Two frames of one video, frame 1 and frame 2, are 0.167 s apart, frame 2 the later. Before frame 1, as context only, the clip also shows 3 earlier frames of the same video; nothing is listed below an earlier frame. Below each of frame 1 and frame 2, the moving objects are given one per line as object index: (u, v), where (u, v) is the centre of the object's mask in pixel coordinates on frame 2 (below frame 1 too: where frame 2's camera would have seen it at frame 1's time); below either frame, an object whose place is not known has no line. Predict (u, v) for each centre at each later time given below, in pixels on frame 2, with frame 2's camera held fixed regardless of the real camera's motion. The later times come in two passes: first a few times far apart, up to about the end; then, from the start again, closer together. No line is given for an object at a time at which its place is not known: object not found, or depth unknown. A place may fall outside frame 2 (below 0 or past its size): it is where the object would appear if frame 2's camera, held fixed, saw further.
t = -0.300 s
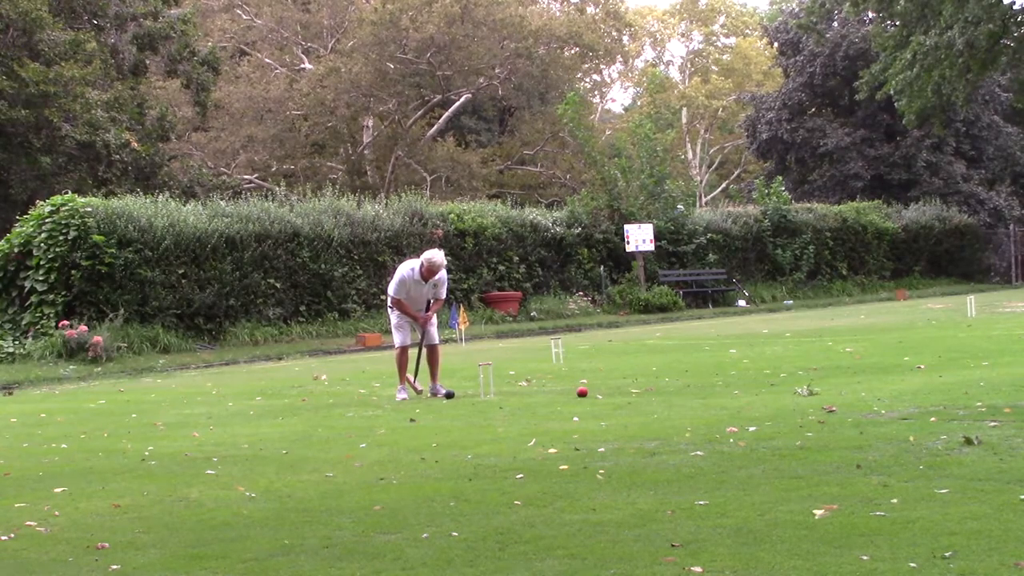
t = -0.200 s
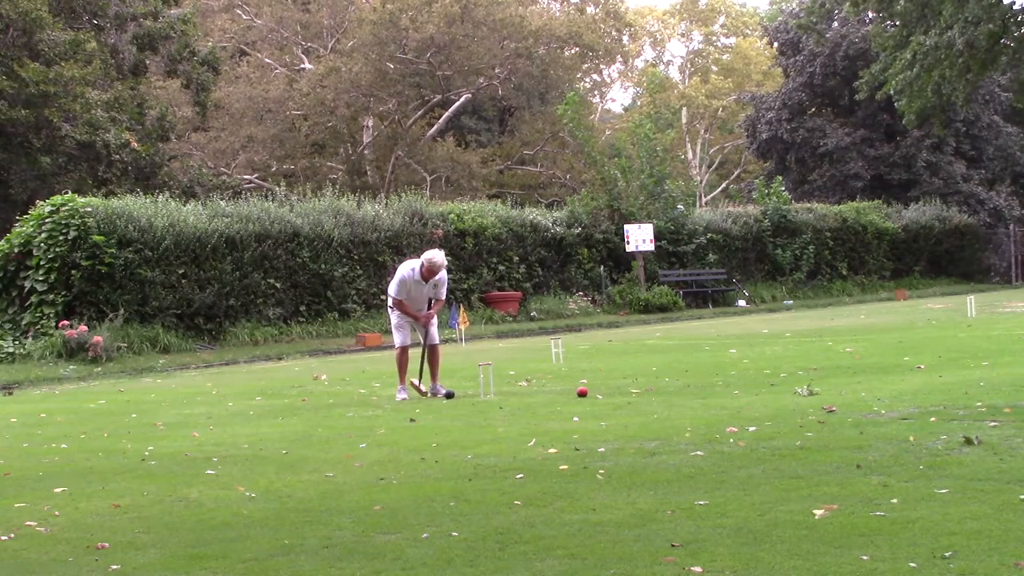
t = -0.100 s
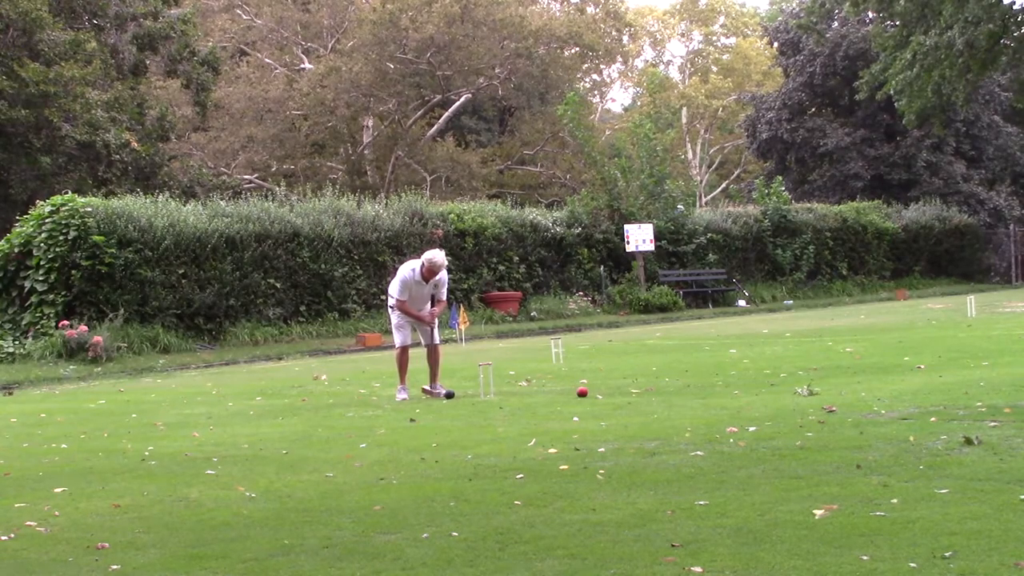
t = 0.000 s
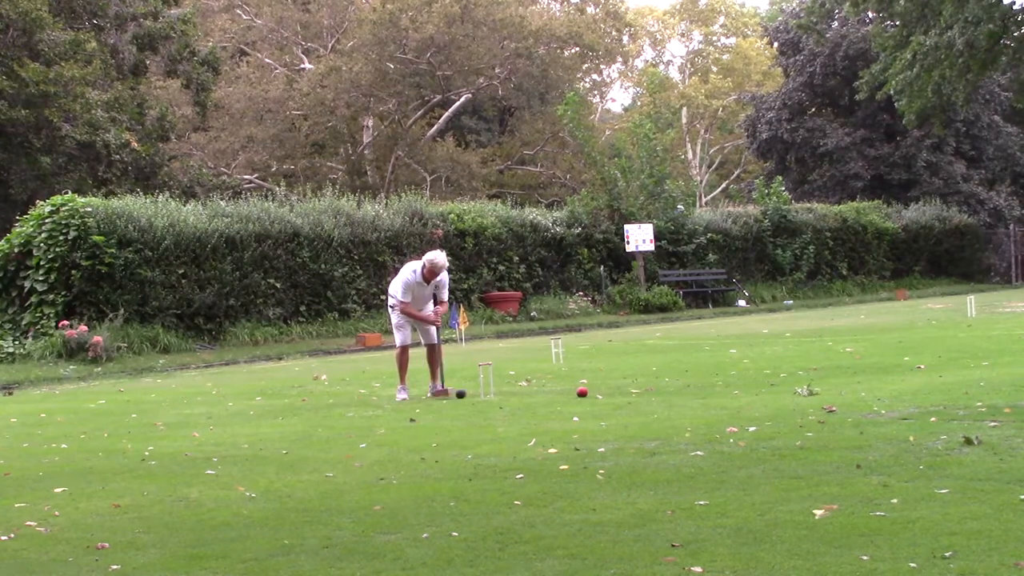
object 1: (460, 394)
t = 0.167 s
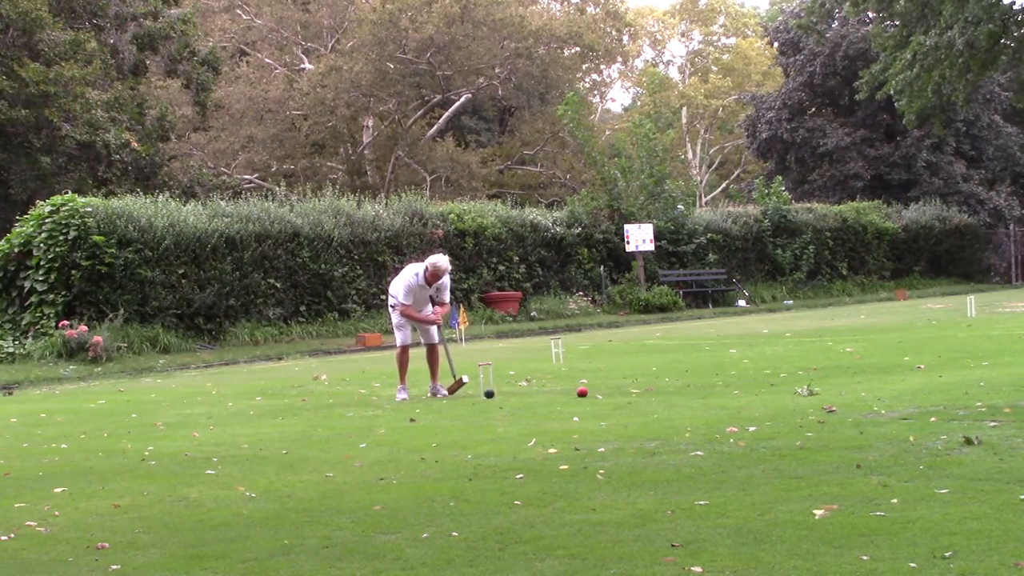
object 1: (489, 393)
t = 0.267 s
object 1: (504, 394)
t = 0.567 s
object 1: (549, 394)
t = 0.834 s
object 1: (588, 394)
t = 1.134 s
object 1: (627, 393)
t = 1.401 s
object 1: (658, 393)
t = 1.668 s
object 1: (686, 392)
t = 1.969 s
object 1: (714, 392)
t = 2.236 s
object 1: (734, 391)
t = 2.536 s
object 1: (751, 390)
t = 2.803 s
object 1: (763, 390)
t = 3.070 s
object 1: (770, 390)
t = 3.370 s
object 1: (773, 390)
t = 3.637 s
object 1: (773, 390)
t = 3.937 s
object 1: (773, 390)
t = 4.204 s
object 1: (773, 390)
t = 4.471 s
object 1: (773, 390)
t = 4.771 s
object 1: (773, 390)
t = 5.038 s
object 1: (773, 390)
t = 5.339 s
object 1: (773, 390)
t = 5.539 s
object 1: (773, 390)
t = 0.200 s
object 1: (494, 393)
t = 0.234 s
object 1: (499, 393)
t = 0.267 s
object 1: (504, 394)
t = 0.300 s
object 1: (509, 394)
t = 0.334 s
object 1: (514, 394)
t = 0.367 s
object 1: (519, 394)
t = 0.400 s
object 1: (524, 394)
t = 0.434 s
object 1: (529, 394)
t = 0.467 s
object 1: (534, 394)
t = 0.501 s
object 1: (539, 394)
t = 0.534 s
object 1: (544, 394)
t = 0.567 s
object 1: (549, 394)
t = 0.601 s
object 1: (554, 394)
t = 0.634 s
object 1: (559, 394)
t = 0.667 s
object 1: (563, 394)
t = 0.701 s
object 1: (568, 394)
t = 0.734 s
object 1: (572, 394)
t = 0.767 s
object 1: (577, 394)
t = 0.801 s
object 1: (582, 394)
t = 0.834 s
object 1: (588, 394)
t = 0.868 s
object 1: (592, 394)
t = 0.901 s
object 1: (596, 394)
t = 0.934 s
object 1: (601, 393)
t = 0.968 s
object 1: (606, 394)
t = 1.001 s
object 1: (610, 394)
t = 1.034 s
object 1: (614, 394)
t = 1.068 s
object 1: (619, 394)
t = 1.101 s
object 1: (623, 393)
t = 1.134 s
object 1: (627, 393)
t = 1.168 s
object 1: (631, 393)
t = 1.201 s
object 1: (635, 393)
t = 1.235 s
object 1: (639, 393)
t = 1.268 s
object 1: (643, 393)
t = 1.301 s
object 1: (647, 393)
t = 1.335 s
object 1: (651, 393)
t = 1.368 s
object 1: (655, 393)
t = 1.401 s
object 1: (658, 393)
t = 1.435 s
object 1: (662, 392)
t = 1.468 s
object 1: (666, 392)
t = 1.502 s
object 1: (669, 393)
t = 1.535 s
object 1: (673, 392)
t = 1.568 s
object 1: (676, 392)
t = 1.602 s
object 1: (679, 392)
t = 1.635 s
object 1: (683, 392)
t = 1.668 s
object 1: (686, 392)
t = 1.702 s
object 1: (689, 392)
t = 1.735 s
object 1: (693, 392)
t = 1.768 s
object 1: (696, 392)
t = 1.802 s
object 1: (699, 392)
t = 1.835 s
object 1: (702, 392)
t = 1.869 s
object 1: (705, 392)
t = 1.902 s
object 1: (708, 392)
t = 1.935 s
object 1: (711, 392)
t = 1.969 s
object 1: (714, 392)
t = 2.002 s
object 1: (717, 392)
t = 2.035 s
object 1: (719, 391)
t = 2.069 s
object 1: (722, 391)
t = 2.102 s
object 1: (724, 391)
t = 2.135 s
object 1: (727, 391)
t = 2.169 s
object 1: (729, 391)
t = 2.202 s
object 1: (731, 391)
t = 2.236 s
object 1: (734, 391)
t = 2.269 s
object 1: (736, 391)
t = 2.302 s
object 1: (738, 391)
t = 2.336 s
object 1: (740, 391)
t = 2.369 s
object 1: (742, 391)
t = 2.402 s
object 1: (744, 391)
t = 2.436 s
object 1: (745, 391)
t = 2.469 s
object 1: (747, 390)
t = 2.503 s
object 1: (749, 390)
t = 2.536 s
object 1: (751, 390)
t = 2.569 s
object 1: (753, 390)
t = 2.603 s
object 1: (754, 390)
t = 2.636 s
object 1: (756, 390)
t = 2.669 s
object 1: (757, 390)
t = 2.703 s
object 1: (759, 390)
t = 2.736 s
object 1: (760, 390)
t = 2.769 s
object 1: (761, 390)
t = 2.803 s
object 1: (763, 390)
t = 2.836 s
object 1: (764, 390)
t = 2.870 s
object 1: (765, 390)
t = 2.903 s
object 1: (766, 390)
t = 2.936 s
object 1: (767, 390)
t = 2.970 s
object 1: (768, 390)
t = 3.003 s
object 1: (769, 390)
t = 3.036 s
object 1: (770, 390)
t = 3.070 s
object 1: (770, 390)
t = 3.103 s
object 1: (771, 390)
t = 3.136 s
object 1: (772, 390)
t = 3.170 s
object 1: (772, 390)
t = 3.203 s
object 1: (773, 390)
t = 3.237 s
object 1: (773, 390)
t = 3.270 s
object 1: (773, 390)
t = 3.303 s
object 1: (773, 390)
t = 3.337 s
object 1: (773, 390)
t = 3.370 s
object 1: (773, 390)
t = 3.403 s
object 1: (773, 390)
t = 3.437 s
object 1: (773, 390)
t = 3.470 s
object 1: (773, 390)
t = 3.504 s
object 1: (773, 390)
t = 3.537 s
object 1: (773, 390)
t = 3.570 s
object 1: (773, 390)
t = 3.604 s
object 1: (773, 390)
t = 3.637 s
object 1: (773, 390)
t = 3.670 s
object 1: (773, 390)
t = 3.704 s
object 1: (773, 390)
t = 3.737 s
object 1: (773, 390)
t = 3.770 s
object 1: (773, 390)
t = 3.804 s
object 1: (773, 390)
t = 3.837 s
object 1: (773, 390)
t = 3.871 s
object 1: (773, 390)
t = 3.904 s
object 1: (773, 390)
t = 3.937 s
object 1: (773, 390)
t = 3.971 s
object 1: (773, 390)
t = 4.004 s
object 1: (773, 390)
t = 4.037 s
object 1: (773, 390)
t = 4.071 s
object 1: (773, 390)
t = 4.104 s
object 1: (773, 390)
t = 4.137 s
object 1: (773, 390)
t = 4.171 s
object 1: (773, 390)
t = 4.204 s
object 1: (773, 390)
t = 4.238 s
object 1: (773, 390)
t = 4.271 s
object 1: (773, 390)
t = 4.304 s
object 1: (773, 390)
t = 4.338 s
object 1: (773, 390)
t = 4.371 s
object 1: (773, 390)
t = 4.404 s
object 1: (773, 390)
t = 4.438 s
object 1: (773, 390)
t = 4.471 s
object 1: (773, 390)
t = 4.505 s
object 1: (773, 390)
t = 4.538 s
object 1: (773, 390)
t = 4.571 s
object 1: (773, 390)
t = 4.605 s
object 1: (773, 390)
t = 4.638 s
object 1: (773, 390)
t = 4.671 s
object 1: (773, 390)
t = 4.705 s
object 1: (773, 390)
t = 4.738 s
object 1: (773, 390)
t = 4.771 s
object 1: (773, 390)
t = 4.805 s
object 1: (773, 390)
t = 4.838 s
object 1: (773, 390)
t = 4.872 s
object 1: (773, 390)
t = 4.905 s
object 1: (773, 390)
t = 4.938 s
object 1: (774, 390)
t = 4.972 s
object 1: (773, 390)
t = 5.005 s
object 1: (773, 390)
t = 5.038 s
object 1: (773, 390)
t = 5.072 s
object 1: (773, 390)
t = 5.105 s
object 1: (773, 390)
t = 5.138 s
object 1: (773, 390)
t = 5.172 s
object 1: (775, 388)
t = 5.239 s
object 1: (772, 390)
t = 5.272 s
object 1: (773, 390)
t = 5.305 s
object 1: (773, 390)
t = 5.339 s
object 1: (773, 390)
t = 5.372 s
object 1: (773, 390)
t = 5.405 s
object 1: (773, 390)
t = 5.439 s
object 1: (773, 390)
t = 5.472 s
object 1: (773, 390)
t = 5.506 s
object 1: (773, 390)
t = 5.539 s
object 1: (773, 390)
